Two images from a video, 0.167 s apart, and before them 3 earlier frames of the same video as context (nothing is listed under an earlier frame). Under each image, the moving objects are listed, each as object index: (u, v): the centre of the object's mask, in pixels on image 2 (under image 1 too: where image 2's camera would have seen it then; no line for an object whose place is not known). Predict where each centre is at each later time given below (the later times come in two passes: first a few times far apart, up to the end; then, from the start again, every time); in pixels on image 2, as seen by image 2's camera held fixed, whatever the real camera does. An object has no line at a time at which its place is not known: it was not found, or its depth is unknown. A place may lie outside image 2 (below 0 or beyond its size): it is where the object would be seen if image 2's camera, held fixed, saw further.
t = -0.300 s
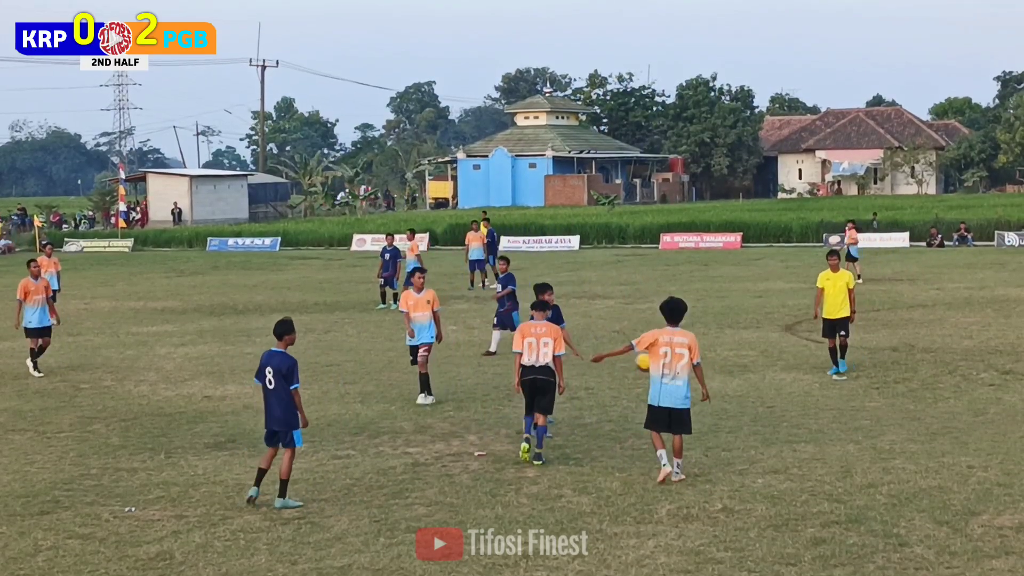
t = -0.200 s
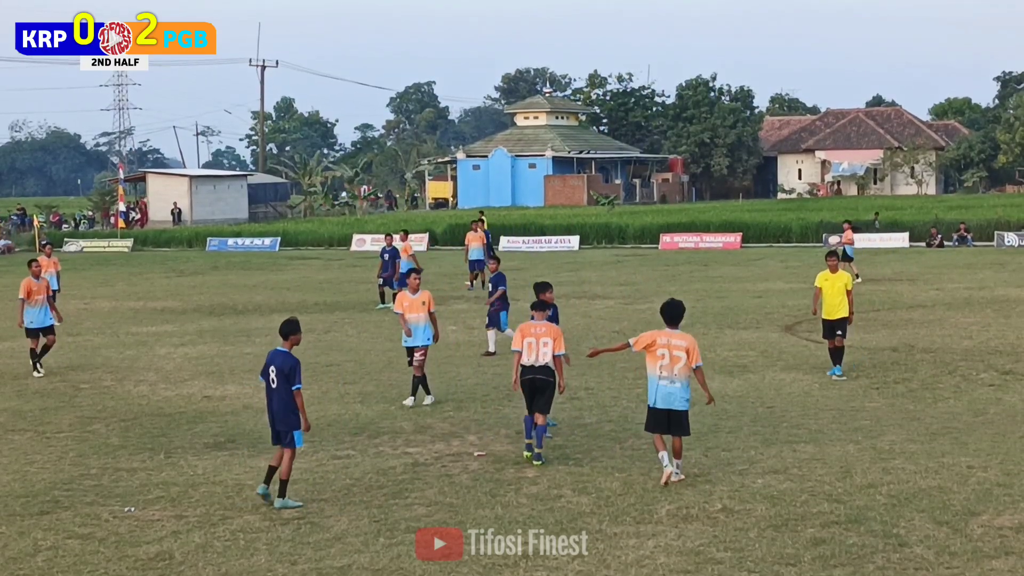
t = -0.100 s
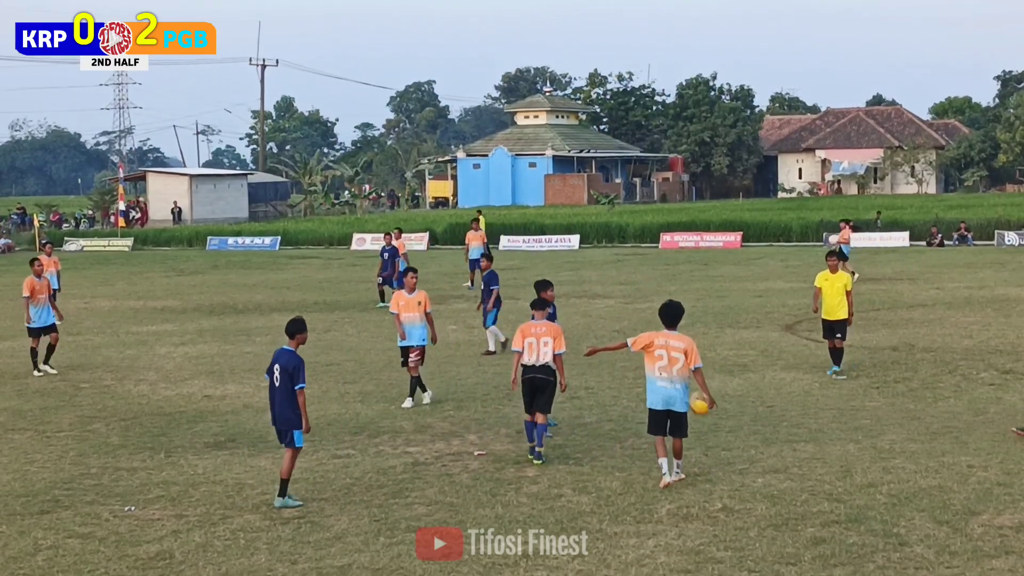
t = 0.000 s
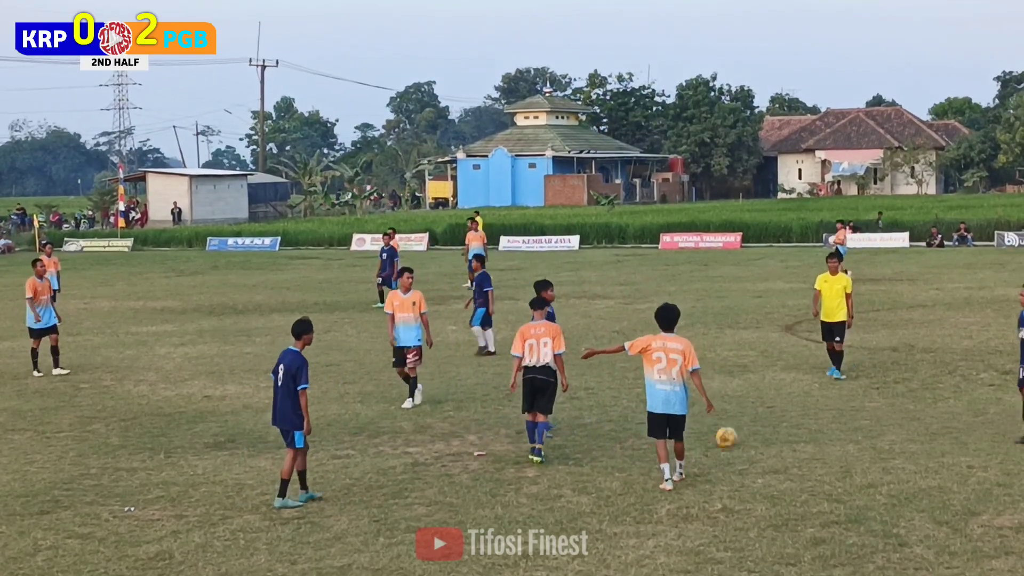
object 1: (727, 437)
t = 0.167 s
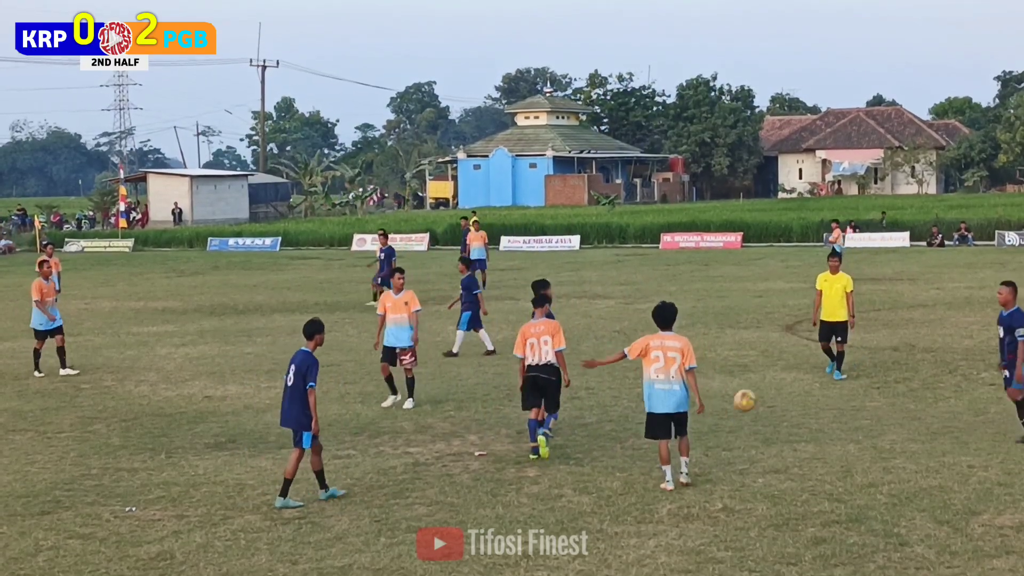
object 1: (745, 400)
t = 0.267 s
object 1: (755, 391)
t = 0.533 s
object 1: (783, 413)
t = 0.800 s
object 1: (812, 410)
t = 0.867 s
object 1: (818, 406)
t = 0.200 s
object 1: (749, 396)
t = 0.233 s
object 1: (752, 393)
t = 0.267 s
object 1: (755, 391)
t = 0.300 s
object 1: (759, 390)
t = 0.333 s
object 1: (762, 390)
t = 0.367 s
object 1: (766, 391)
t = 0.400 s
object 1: (769, 393)
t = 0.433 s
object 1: (773, 397)
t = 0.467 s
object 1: (776, 401)
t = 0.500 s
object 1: (780, 406)
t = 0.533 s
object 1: (783, 413)
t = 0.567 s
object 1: (787, 420)
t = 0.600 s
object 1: (790, 428)
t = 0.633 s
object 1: (794, 436)
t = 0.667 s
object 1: (798, 429)
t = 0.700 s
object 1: (801, 422)
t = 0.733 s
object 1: (804, 417)
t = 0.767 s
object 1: (808, 412)
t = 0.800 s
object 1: (812, 410)
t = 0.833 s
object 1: (815, 407)
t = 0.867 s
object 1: (818, 406)
